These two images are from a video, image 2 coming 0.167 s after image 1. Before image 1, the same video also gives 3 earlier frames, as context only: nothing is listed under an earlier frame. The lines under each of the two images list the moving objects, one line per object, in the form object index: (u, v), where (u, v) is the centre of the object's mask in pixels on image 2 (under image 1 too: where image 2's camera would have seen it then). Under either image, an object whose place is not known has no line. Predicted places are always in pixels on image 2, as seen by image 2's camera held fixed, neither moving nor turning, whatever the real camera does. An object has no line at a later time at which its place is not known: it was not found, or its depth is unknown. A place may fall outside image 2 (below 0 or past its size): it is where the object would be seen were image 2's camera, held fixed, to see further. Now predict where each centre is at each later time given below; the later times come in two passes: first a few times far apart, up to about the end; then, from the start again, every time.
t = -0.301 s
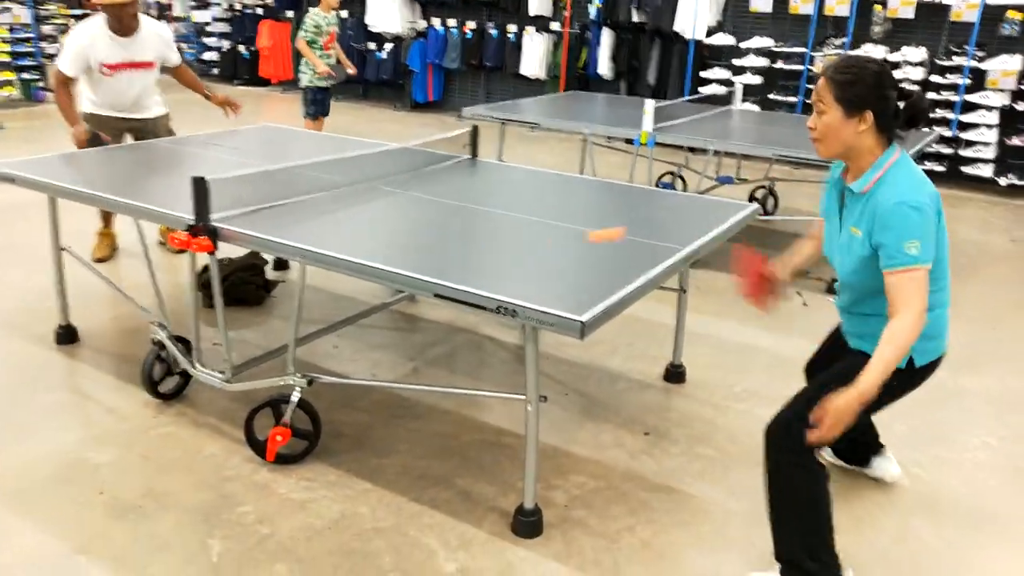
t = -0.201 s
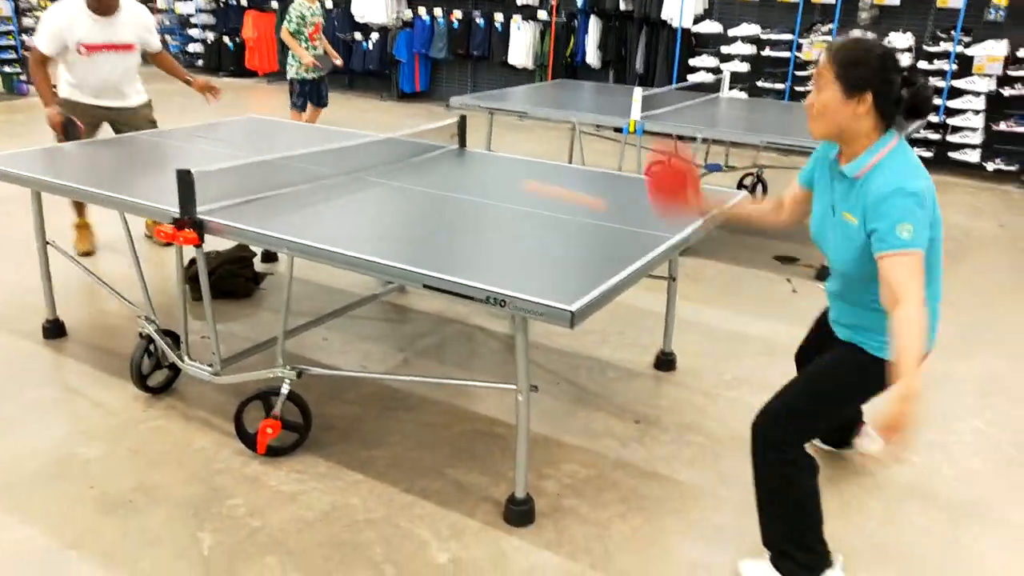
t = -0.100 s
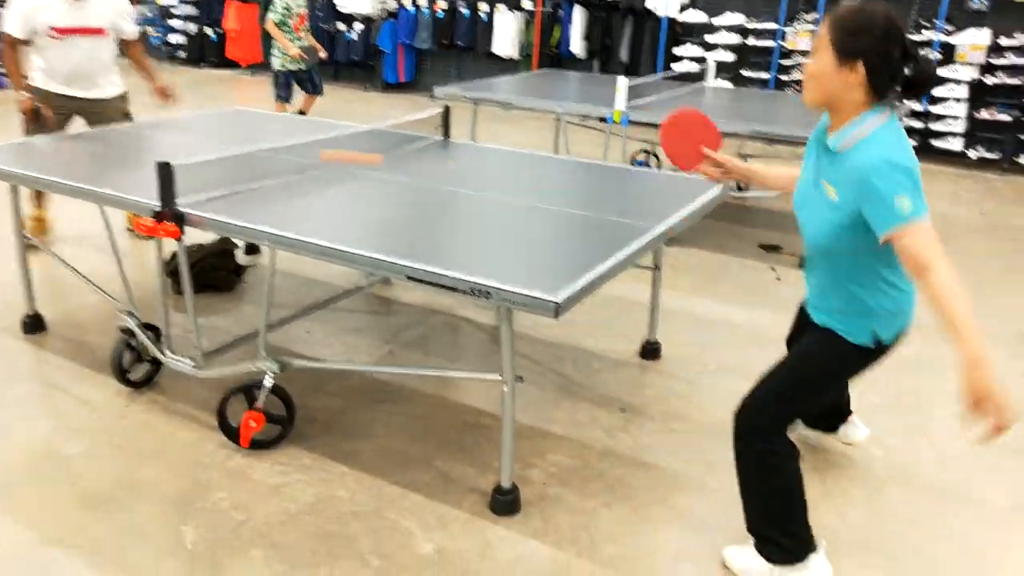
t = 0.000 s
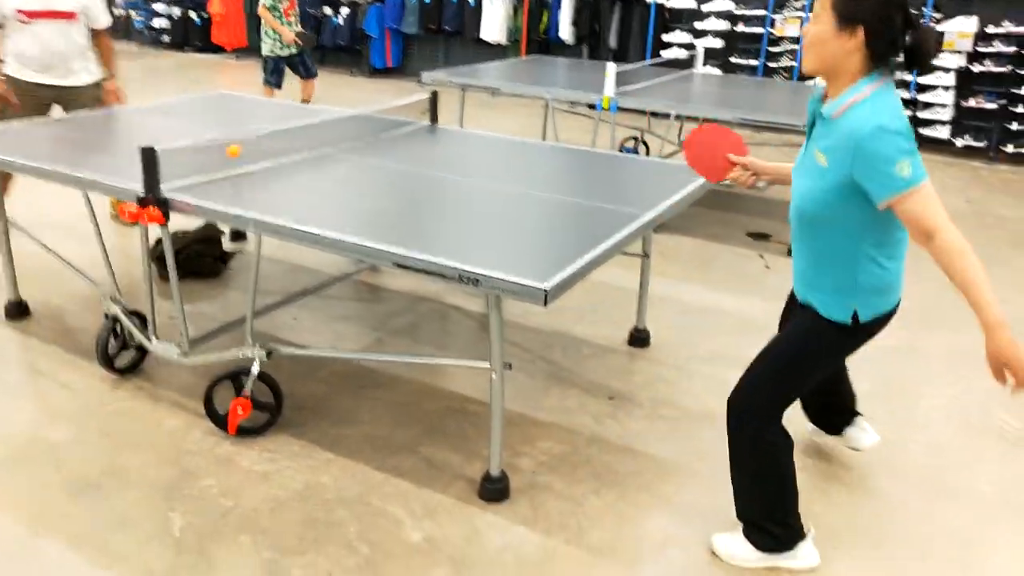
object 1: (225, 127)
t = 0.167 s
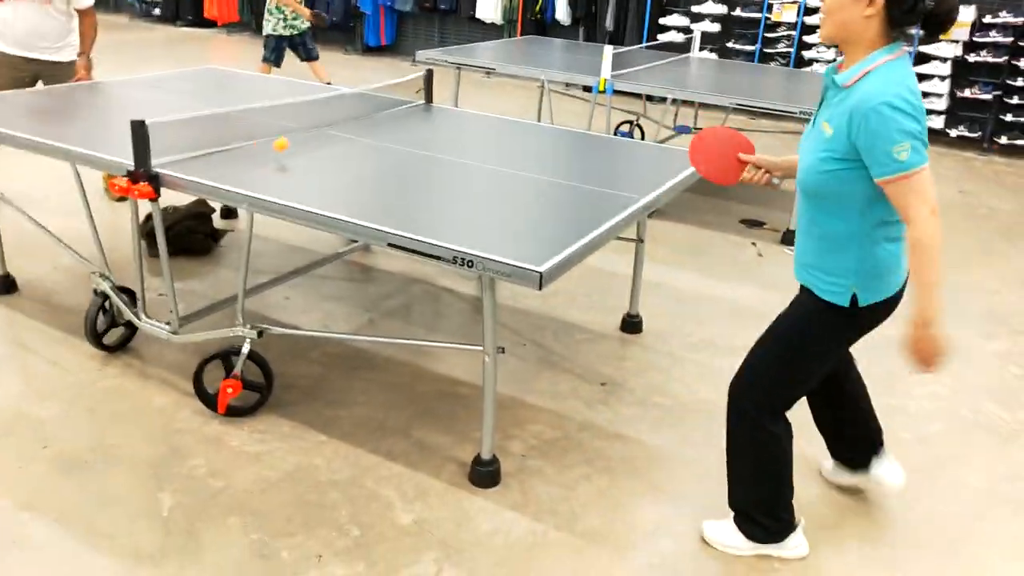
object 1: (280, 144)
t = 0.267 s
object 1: (310, 149)
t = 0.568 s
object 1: (389, 166)
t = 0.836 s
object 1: (437, 179)
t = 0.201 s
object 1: (290, 143)
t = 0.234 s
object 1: (300, 145)
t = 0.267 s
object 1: (310, 149)
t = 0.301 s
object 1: (321, 159)
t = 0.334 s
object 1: (329, 158)
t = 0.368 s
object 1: (338, 154)
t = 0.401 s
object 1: (347, 154)
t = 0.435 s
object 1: (356, 159)
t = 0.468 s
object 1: (366, 168)
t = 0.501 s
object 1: (374, 167)
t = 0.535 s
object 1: (382, 165)
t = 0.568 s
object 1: (389, 166)
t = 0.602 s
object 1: (397, 172)
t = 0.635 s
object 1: (405, 175)
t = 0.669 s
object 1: (412, 173)
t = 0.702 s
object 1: (418, 172)
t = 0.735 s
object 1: (425, 177)
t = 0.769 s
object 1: (429, 179)
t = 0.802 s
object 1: (433, 178)
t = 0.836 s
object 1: (437, 179)
